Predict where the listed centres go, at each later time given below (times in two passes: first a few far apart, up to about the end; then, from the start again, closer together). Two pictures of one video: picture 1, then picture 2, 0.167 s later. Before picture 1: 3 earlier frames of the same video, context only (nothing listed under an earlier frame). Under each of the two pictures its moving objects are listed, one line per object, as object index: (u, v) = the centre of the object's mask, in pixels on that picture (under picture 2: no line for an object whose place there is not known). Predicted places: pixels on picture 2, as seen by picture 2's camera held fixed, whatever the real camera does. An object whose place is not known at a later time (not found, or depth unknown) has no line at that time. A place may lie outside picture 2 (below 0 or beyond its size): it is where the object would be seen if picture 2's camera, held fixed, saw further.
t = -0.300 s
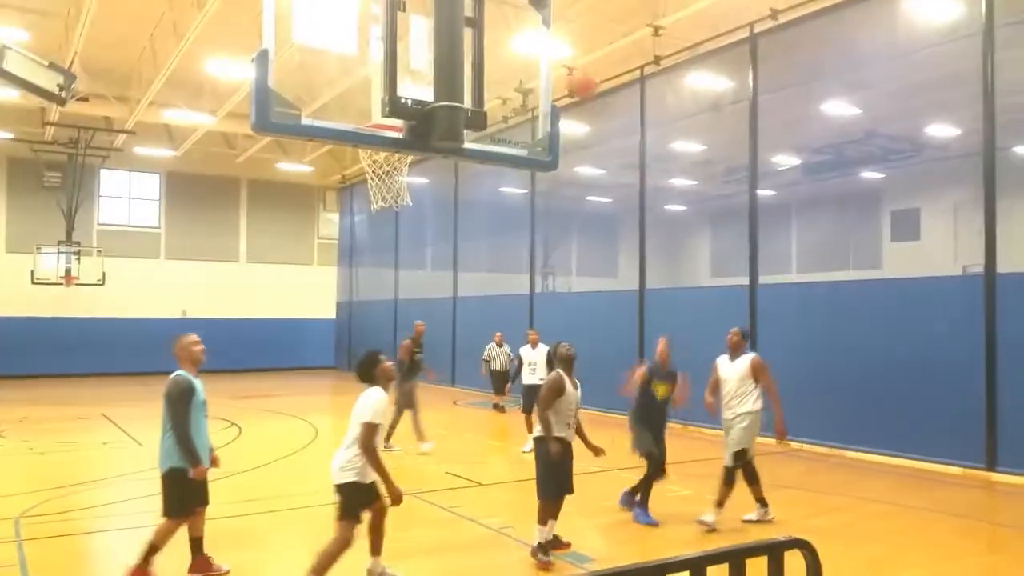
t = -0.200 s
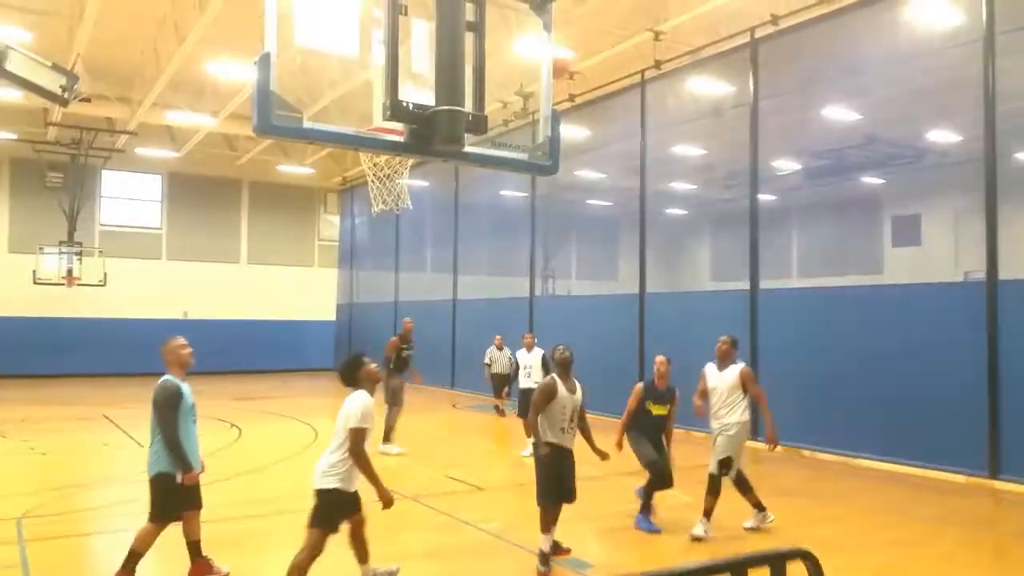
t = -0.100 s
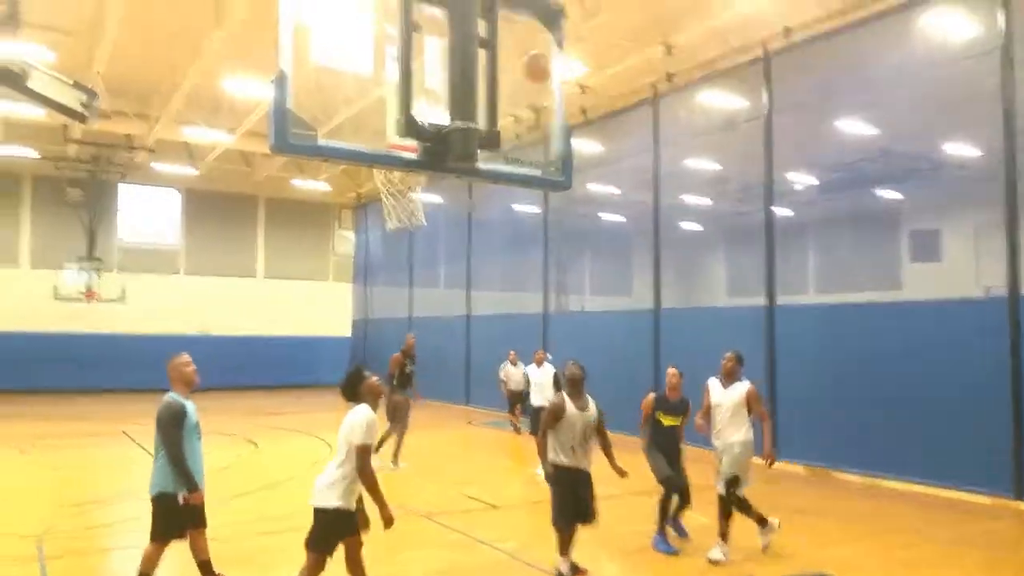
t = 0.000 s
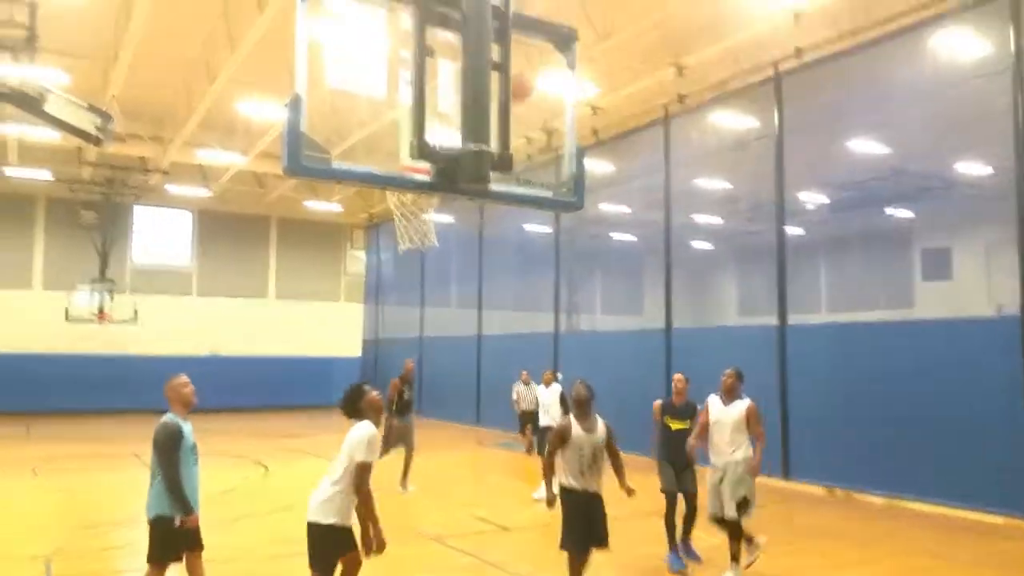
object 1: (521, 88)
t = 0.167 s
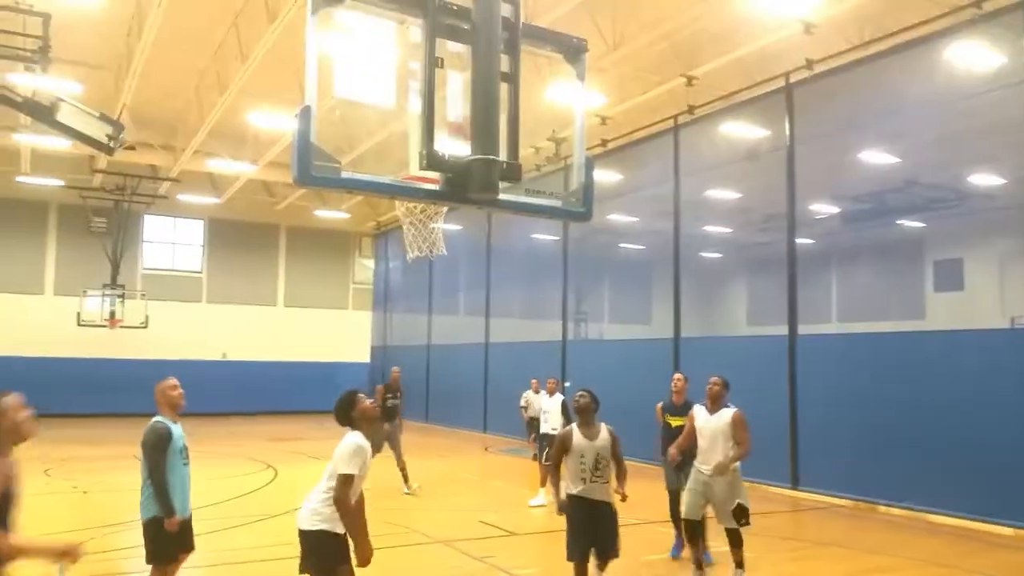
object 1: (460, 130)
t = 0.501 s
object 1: (447, 222)
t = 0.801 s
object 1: (439, 330)
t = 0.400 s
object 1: (447, 213)
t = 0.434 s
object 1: (450, 215)
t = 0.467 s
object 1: (450, 218)
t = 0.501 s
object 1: (447, 222)
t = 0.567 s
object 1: (449, 238)
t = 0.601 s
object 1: (448, 246)
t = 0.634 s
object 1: (446, 252)
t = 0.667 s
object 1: (444, 266)
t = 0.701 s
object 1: (441, 279)
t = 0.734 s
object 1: (441, 295)
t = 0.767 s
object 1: (439, 311)
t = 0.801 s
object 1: (439, 330)
